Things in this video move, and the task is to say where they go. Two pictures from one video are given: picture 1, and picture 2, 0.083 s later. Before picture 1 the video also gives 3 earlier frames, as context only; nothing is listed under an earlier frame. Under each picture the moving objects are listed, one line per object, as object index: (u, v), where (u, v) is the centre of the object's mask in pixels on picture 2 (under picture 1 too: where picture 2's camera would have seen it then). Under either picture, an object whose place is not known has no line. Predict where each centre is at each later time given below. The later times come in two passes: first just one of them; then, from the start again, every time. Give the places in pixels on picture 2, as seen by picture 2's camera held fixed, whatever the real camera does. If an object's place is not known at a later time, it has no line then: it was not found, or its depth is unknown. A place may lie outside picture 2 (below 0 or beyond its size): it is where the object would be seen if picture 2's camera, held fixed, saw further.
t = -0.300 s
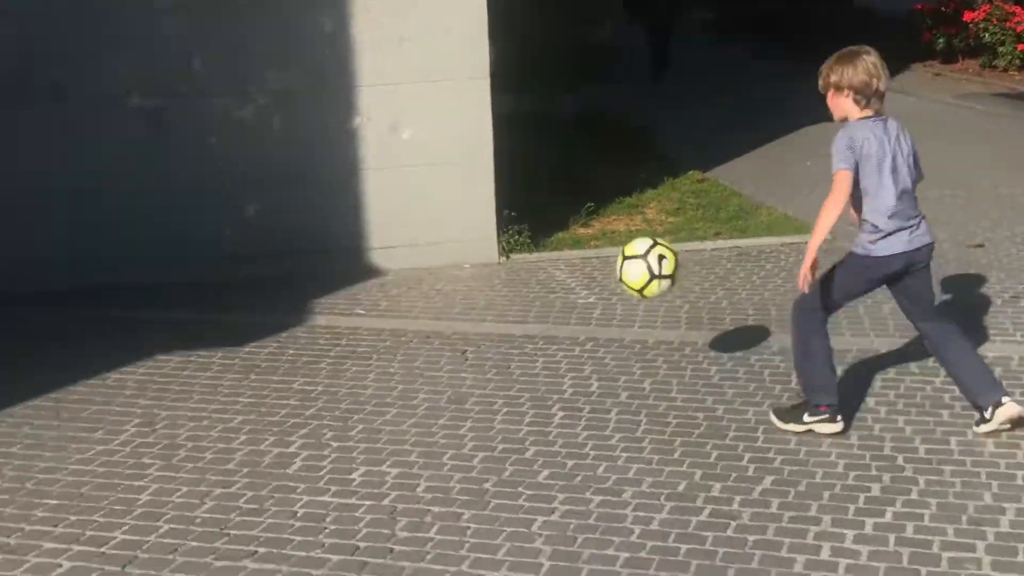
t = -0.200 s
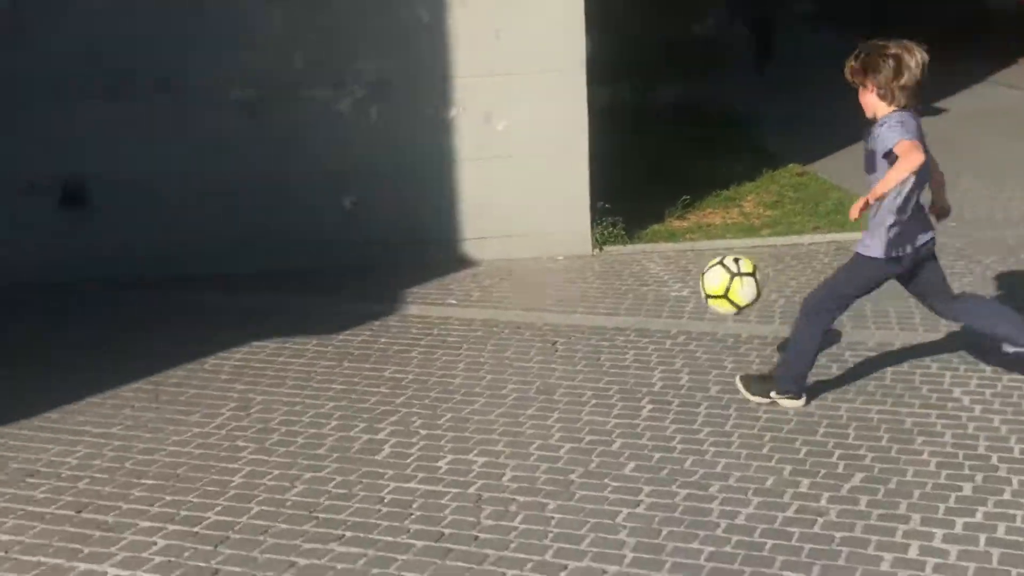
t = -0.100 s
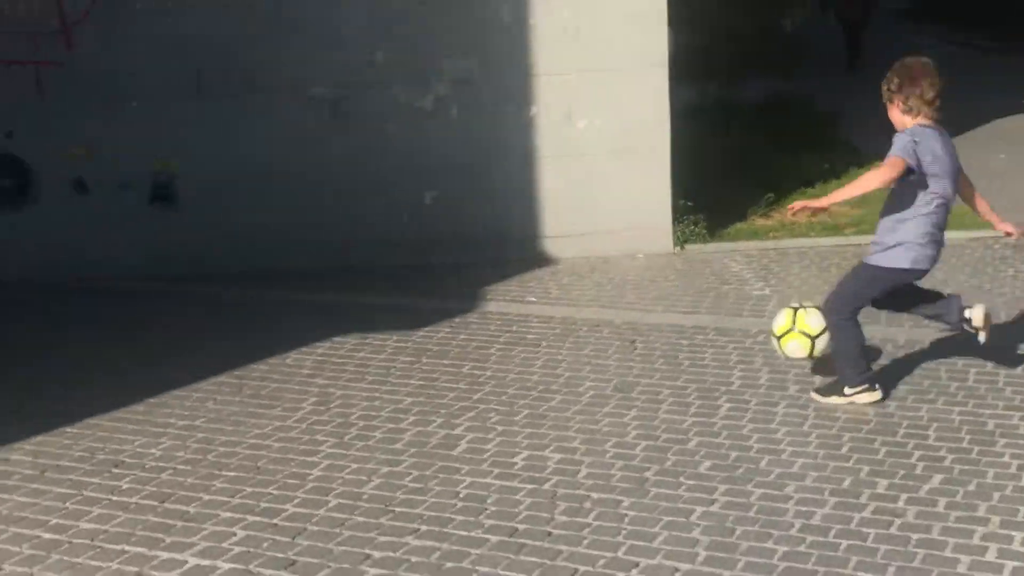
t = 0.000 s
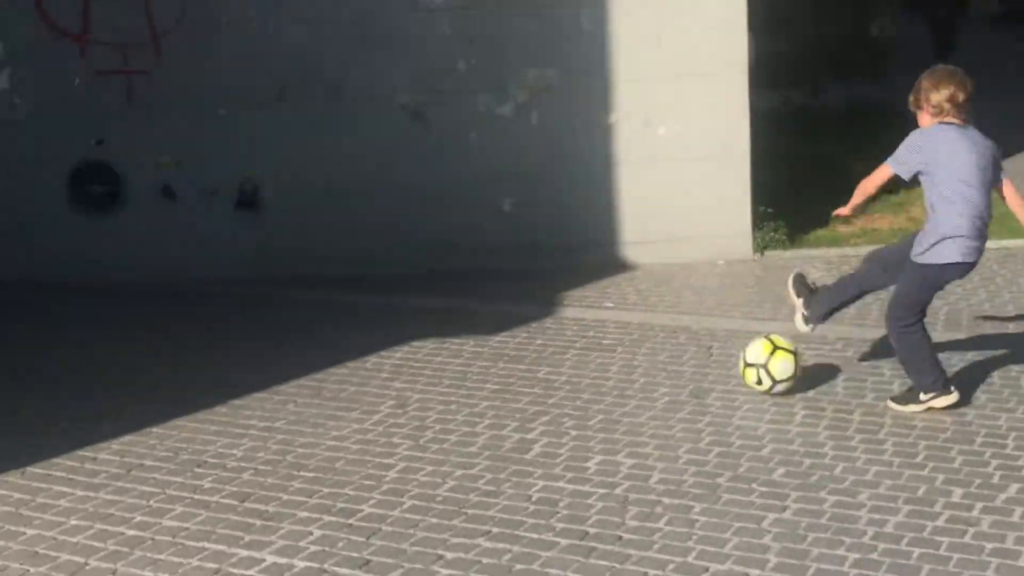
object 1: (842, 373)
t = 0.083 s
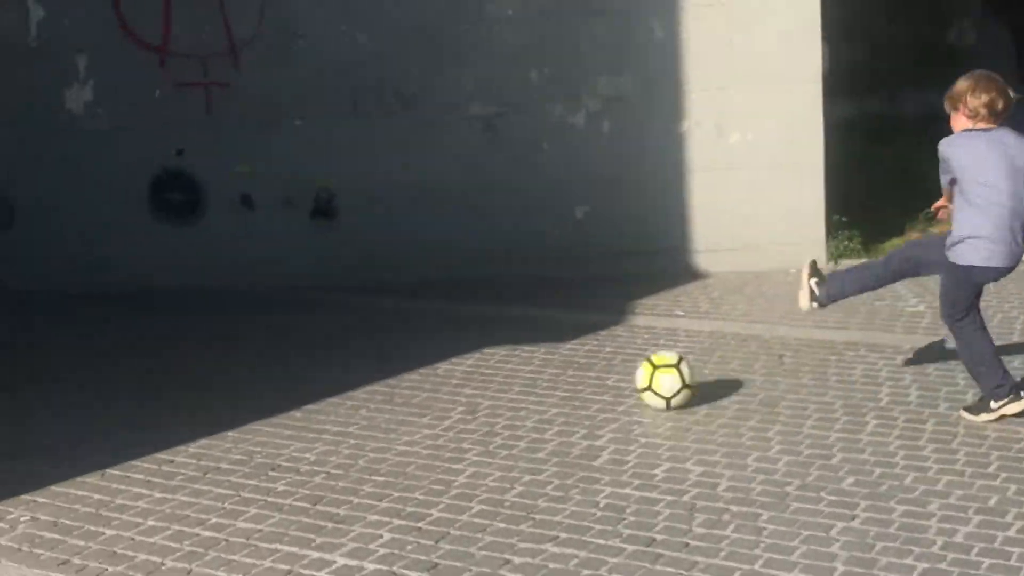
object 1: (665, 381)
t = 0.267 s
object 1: (346, 388)
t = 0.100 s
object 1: (634, 378)
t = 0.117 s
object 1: (604, 377)
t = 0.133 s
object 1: (575, 376)
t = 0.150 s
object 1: (544, 376)
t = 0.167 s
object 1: (514, 376)
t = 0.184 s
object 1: (485, 378)
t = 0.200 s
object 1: (456, 381)
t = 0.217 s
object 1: (427, 384)
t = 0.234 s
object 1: (398, 388)
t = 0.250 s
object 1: (372, 389)
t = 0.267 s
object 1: (346, 388)
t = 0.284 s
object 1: (320, 389)
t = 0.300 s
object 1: (296, 390)
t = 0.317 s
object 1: (271, 392)
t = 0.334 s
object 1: (247, 393)
